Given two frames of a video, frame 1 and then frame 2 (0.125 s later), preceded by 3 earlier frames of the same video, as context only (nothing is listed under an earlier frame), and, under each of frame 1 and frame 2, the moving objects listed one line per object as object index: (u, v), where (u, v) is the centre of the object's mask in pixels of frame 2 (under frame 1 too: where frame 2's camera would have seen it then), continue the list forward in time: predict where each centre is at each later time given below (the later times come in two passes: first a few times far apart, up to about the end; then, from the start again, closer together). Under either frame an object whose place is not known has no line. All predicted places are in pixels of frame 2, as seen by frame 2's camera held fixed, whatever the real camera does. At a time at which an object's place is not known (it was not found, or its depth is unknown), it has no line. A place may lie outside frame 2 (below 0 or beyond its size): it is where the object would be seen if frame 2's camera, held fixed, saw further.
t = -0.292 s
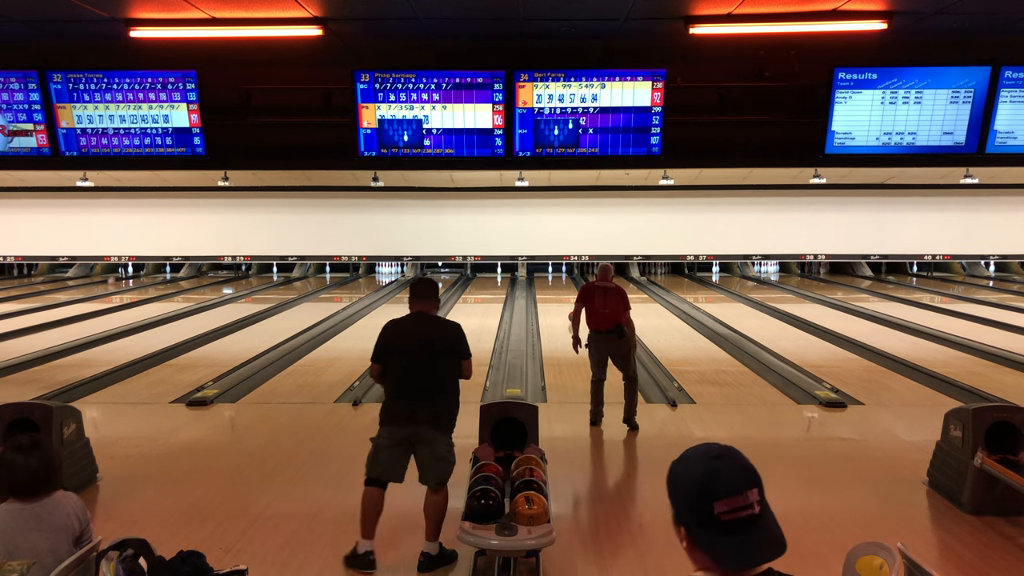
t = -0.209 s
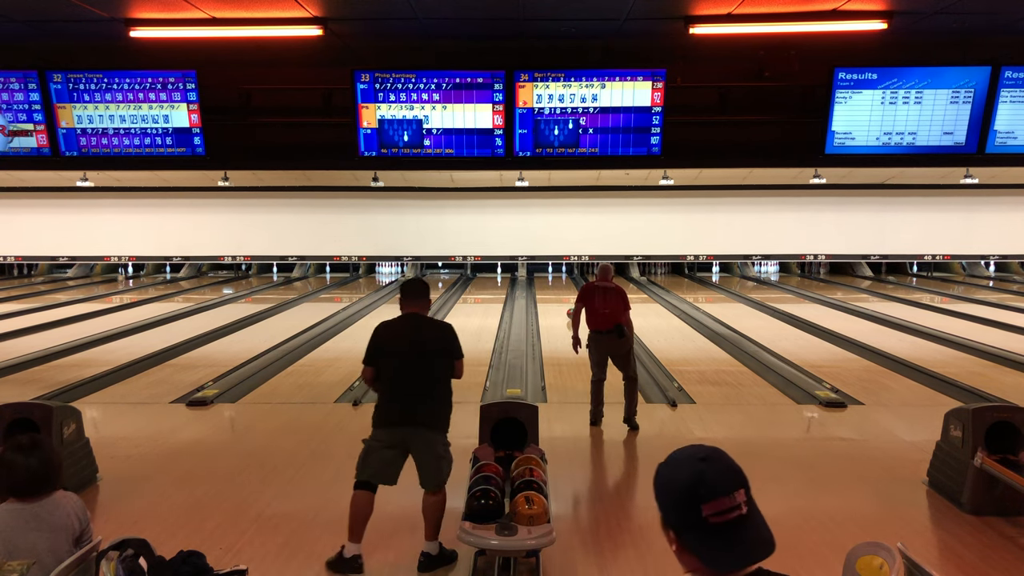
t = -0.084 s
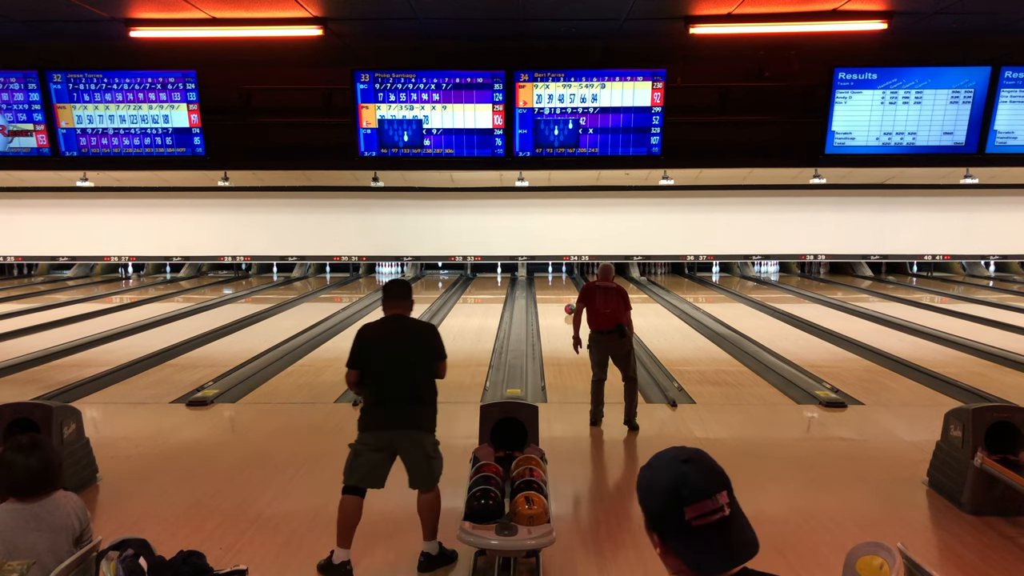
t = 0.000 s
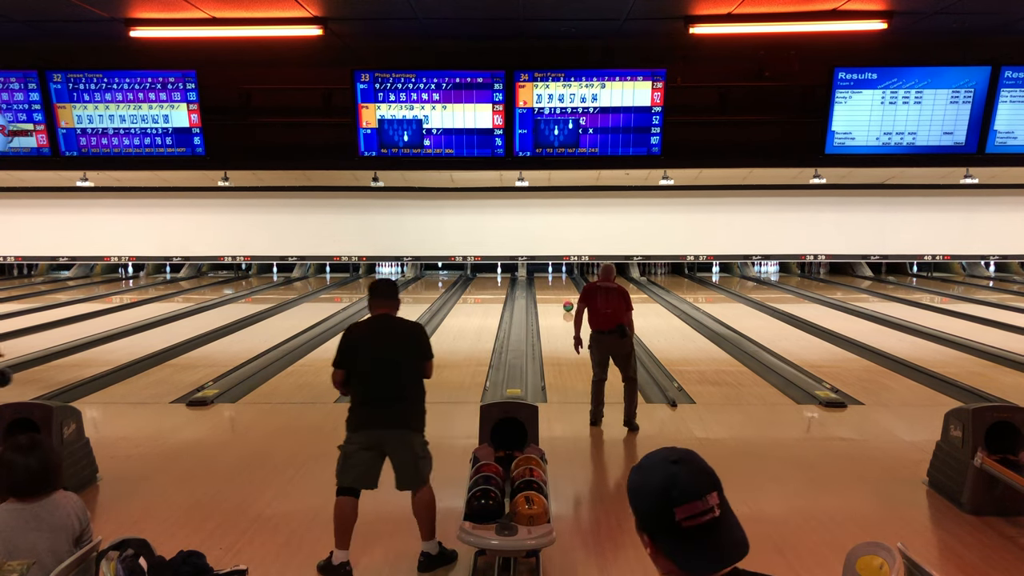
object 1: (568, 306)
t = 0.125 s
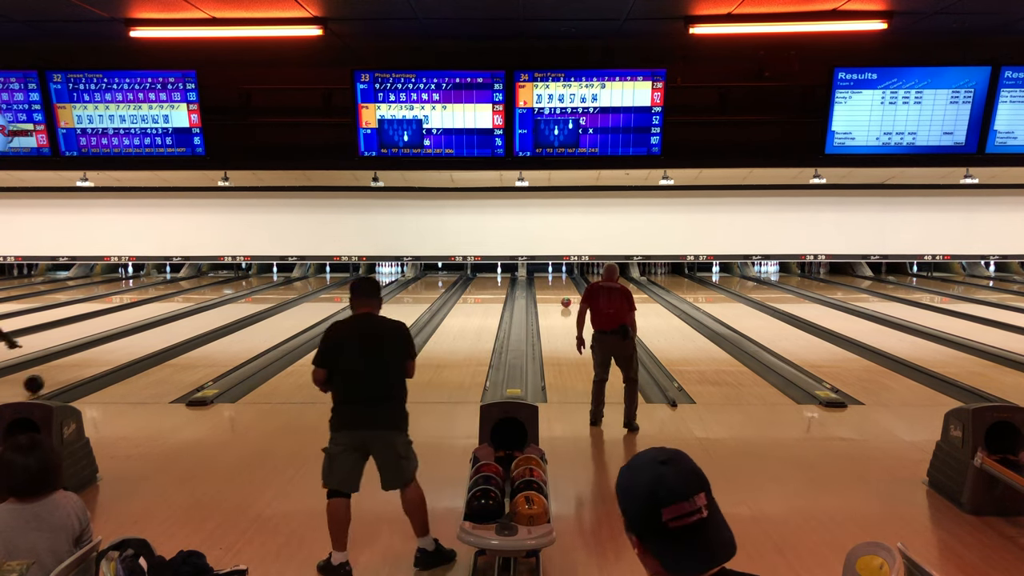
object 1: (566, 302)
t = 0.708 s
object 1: (557, 288)
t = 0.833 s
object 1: (555, 285)
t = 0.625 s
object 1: (558, 290)
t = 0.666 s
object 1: (557, 289)
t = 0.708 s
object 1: (557, 288)
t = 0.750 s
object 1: (557, 287)
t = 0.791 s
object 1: (556, 285)
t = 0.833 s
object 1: (555, 285)
